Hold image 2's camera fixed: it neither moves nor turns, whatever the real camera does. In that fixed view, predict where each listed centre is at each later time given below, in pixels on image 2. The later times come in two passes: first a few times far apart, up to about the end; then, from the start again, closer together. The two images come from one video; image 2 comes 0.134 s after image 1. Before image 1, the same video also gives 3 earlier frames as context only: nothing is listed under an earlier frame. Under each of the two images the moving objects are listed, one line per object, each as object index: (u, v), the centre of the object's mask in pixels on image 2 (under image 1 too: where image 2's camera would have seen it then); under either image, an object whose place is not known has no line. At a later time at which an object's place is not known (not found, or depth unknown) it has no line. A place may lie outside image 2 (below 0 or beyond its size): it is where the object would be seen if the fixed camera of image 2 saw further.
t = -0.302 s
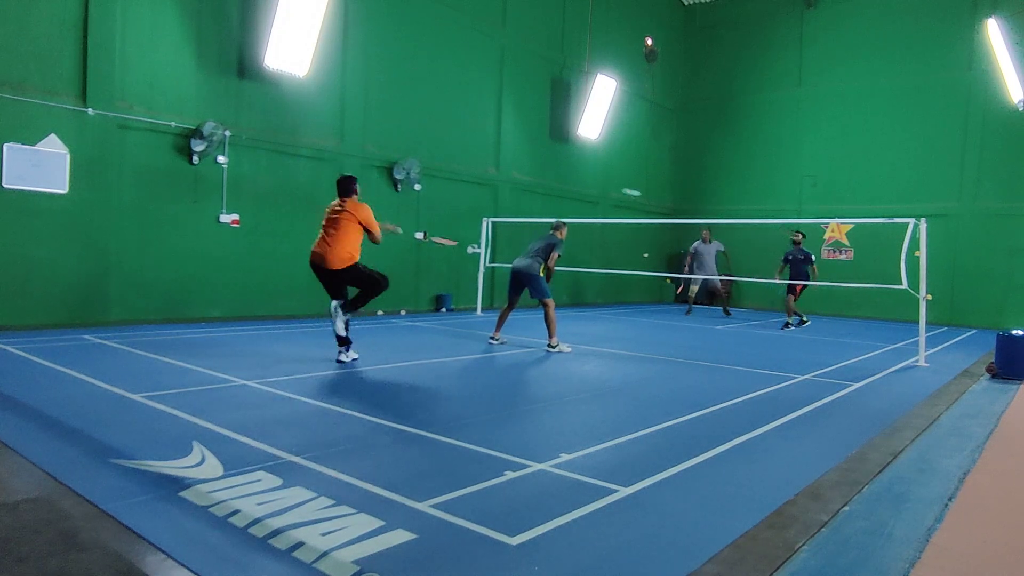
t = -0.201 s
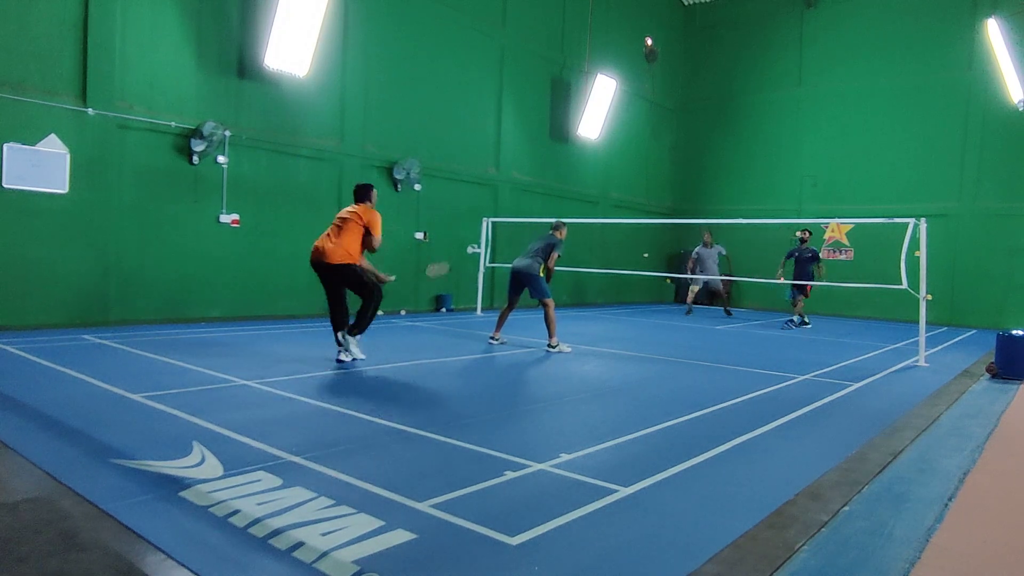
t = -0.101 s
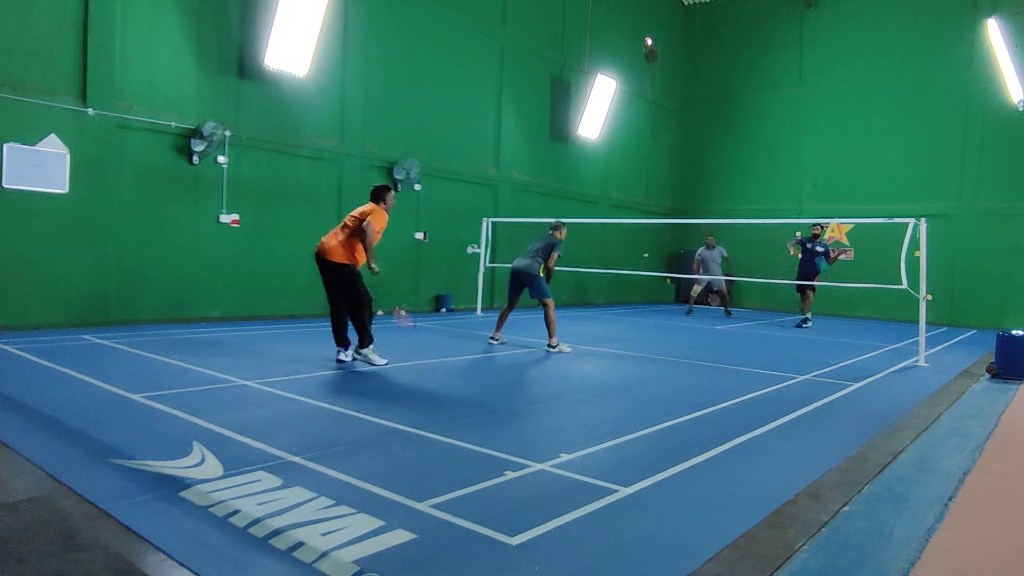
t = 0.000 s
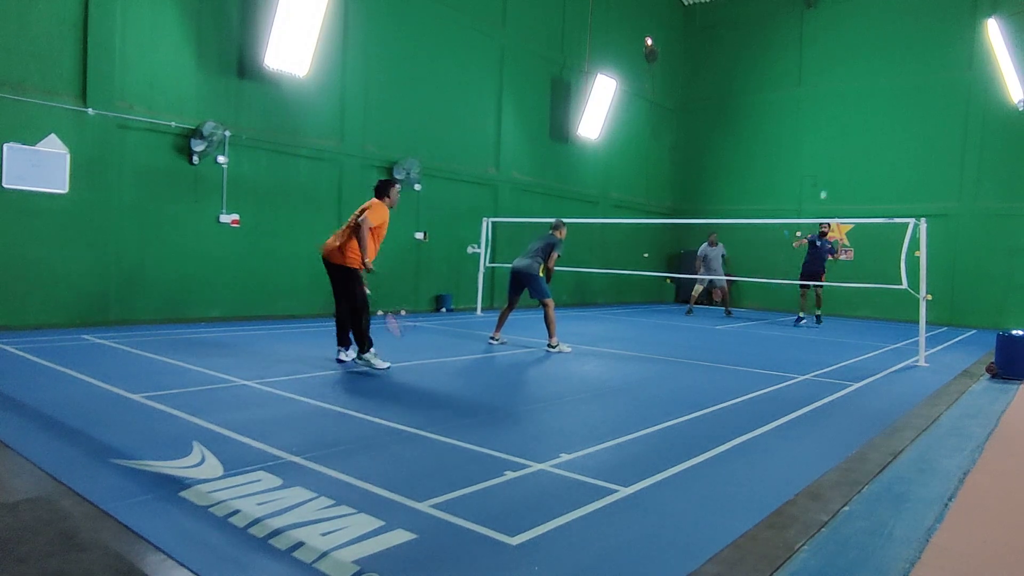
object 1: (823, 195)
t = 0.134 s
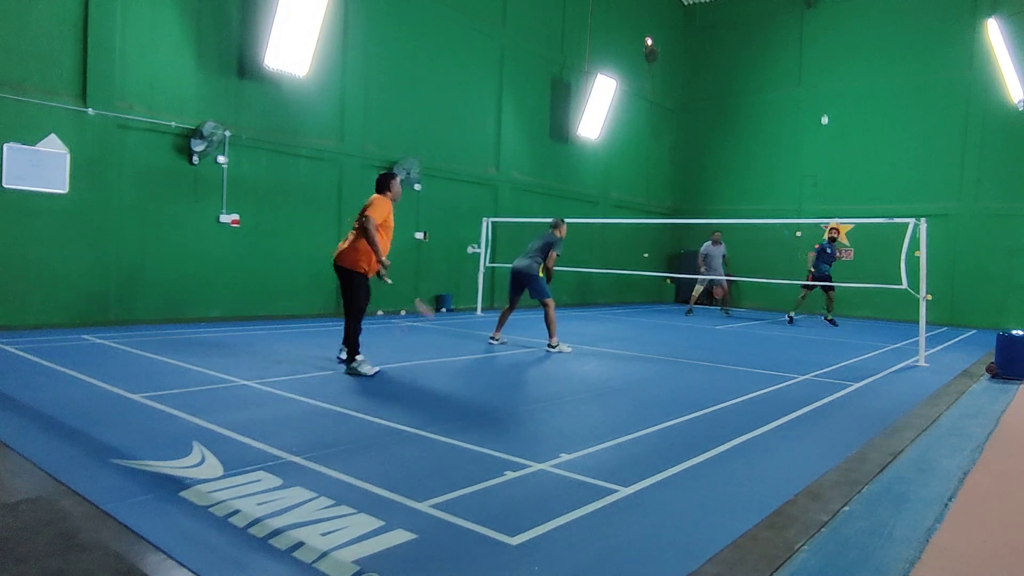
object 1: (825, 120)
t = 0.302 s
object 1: (823, 45)
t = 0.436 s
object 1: (821, 3)
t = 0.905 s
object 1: (809, 6)
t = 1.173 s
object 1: (796, 173)
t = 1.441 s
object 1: (772, 486)
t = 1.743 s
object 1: (779, 401)
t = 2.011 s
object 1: (773, 486)
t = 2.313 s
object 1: (771, 487)
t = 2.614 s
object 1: (760, 487)
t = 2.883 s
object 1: (758, 487)
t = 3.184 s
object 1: (760, 487)
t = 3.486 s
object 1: (759, 487)
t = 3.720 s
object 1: (759, 487)
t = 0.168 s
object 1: (824, 103)
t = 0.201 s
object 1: (824, 87)
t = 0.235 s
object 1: (824, 72)
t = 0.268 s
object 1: (823, 58)
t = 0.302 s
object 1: (823, 45)
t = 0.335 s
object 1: (823, 33)
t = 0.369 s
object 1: (822, 21)
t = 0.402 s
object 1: (822, 11)
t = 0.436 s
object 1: (821, 3)
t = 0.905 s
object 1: (809, 6)
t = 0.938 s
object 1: (808, 18)
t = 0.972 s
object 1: (806, 34)
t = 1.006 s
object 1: (805, 51)
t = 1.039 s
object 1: (804, 70)
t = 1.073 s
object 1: (802, 92)
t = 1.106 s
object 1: (800, 116)
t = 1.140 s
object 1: (798, 143)
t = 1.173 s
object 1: (796, 173)
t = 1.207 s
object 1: (794, 204)
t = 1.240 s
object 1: (791, 238)
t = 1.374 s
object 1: (779, 400)
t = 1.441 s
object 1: (772, 486)
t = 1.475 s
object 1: (774, 466)
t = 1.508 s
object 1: (775, 453)
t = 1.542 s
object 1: (775, 445)
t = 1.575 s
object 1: (775, 434)
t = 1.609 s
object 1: (777, 423)
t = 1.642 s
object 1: (776, 416)
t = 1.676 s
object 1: (776, 409)
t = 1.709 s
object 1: (778, 401)
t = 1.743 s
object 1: (779, 401)
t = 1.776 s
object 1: (780, 403)
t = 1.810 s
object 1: (779, 409)
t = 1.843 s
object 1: (779, 417)
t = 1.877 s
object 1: (779, 428)
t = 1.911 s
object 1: (777, 442)
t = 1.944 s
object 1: (776, 458)
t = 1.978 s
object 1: (774, 475)
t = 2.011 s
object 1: (773, 486)
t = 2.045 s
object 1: (775, 474)
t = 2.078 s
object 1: (775, 468)
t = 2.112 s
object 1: (775, 465)
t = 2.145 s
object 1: (776, 465)
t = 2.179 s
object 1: (775, 465)
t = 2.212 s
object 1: (774, 469)
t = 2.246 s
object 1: (774, 475)
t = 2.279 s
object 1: (773, 482)
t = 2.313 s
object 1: (771, 487)
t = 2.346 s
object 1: (770, 485)
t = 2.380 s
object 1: (768, 485)
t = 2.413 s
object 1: (767, 486)
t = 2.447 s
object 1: (766, 488)
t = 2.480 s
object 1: (765, 485)
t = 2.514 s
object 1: (764, 485)
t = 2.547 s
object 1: (762, 486)
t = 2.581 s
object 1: (760, 487)
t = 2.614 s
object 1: (760, 487)
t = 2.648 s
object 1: (759, 487)
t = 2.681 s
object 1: (759, 487)
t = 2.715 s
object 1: (758, 487)
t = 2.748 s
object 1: (758, 486)
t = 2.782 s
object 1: (758, 486)
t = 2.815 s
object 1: (758, 486)
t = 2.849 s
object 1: (758, 486)
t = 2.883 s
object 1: (758, 487)
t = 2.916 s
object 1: (758, 487)
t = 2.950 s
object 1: (758, 487)
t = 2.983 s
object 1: (758, 487)
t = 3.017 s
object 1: (759, 487)
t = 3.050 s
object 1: (759, 487)
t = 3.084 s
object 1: (759, 487)
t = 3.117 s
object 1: (760, 487)
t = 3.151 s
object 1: (759, 487)
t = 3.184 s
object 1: (760, 487)
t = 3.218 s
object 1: (759, 487)
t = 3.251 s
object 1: (759, 487)
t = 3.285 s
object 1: (759, 487)
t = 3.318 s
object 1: (759, 487)
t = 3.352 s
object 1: (759, 487)
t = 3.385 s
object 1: (759, 487)
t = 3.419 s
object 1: (759, 487)
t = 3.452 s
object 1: (759, 487)
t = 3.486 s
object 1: (759, 487)
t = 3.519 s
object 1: (759, 487)
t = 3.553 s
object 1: (759, 487)
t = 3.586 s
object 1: (759, 487)
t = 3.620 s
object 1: (759, 487)
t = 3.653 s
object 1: (759, 487)
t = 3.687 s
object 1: (759, 487)
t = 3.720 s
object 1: (759, 487)
